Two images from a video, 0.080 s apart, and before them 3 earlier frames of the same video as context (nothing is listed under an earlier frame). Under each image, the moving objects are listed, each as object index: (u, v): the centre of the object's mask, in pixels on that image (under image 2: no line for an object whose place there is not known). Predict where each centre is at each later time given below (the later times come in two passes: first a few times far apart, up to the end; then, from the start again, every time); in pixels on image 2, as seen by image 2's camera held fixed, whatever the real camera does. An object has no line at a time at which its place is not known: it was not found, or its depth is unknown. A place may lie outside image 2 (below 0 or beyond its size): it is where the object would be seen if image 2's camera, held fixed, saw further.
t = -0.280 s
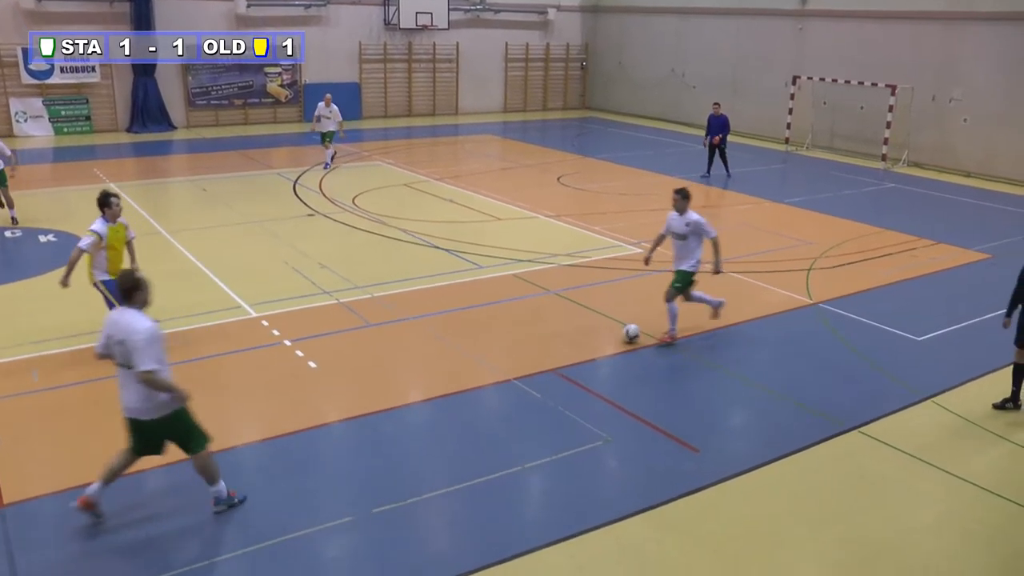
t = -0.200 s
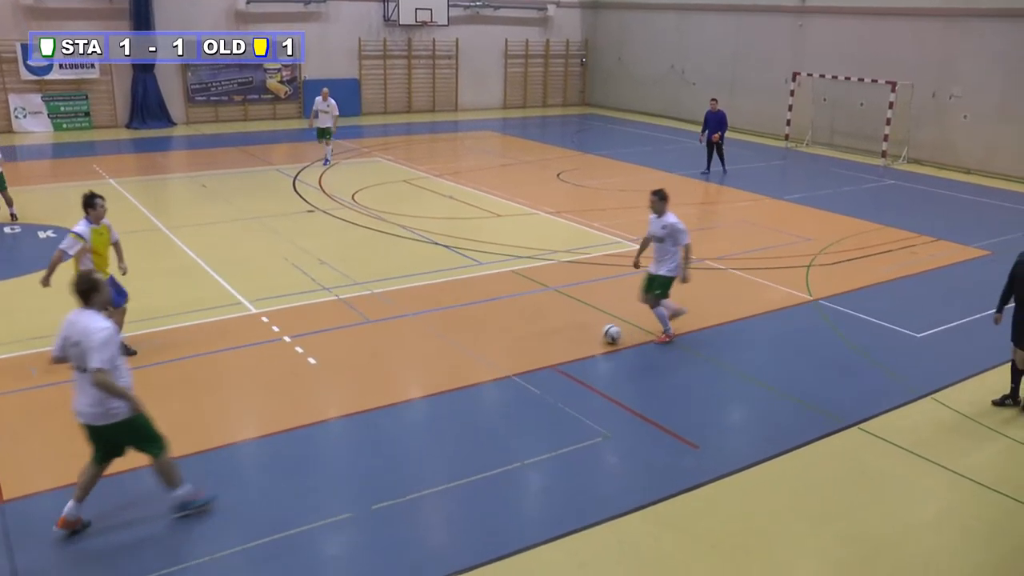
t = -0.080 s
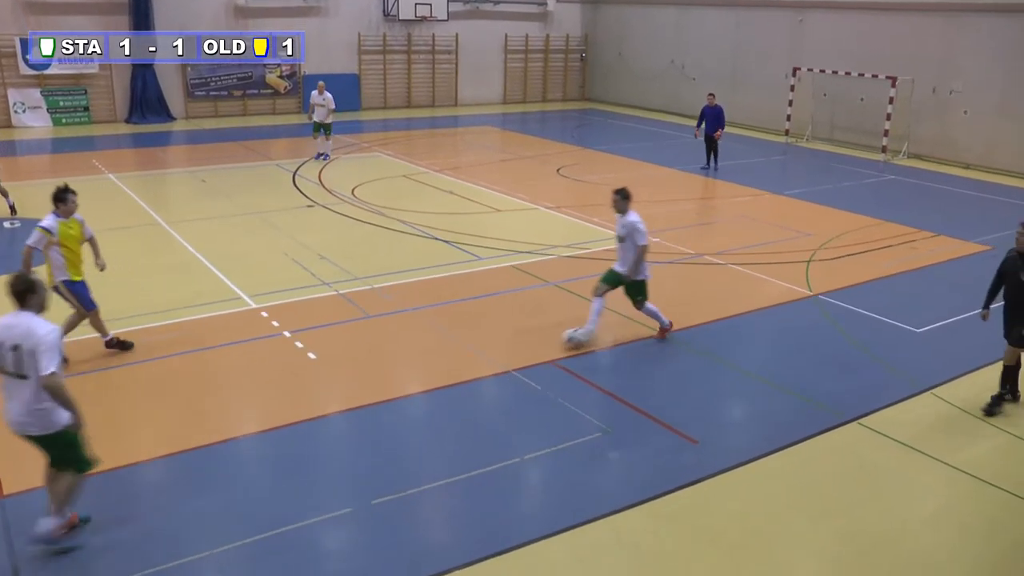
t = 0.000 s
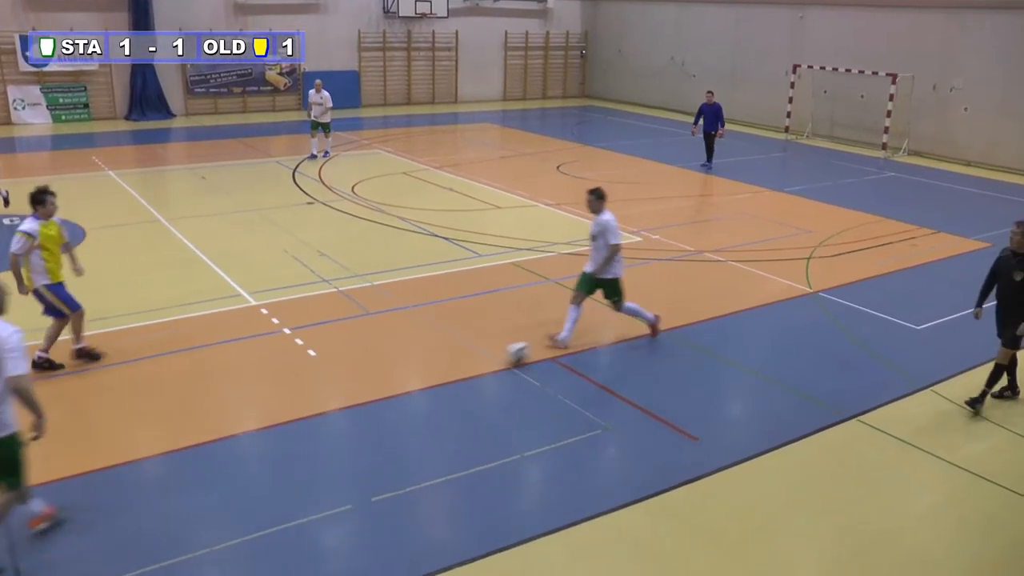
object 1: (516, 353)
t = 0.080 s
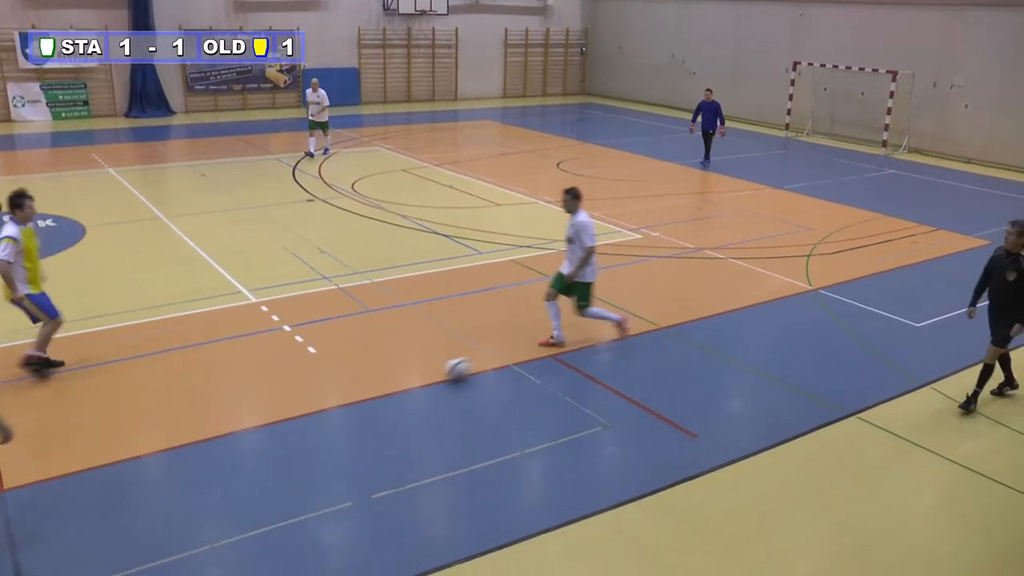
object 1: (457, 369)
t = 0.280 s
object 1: (292, 426)
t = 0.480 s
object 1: (100, 491)
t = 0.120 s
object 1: (425, 380)
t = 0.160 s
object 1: (393, 390)
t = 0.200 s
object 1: (360, 402)
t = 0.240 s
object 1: (325, 414)
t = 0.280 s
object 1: (292, 426)
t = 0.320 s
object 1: (254, 438)
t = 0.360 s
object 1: (218, 450)
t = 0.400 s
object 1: (182, 463)
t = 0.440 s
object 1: (141, 478)
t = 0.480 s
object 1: (100, 491)
